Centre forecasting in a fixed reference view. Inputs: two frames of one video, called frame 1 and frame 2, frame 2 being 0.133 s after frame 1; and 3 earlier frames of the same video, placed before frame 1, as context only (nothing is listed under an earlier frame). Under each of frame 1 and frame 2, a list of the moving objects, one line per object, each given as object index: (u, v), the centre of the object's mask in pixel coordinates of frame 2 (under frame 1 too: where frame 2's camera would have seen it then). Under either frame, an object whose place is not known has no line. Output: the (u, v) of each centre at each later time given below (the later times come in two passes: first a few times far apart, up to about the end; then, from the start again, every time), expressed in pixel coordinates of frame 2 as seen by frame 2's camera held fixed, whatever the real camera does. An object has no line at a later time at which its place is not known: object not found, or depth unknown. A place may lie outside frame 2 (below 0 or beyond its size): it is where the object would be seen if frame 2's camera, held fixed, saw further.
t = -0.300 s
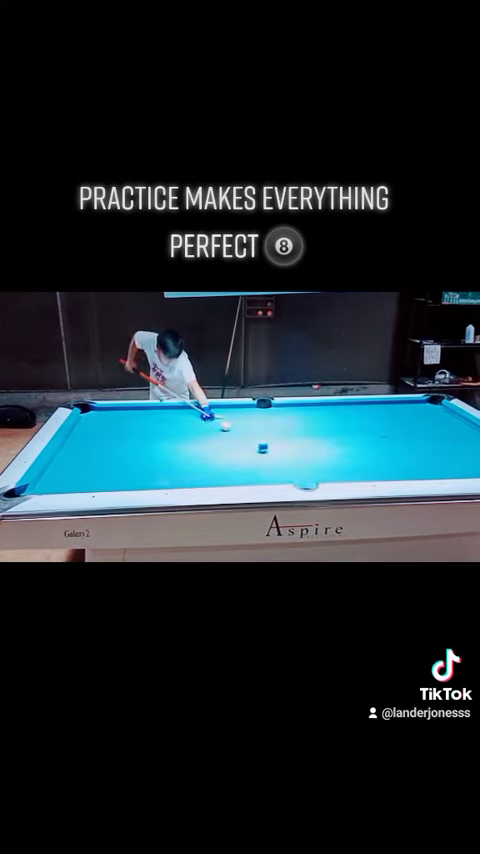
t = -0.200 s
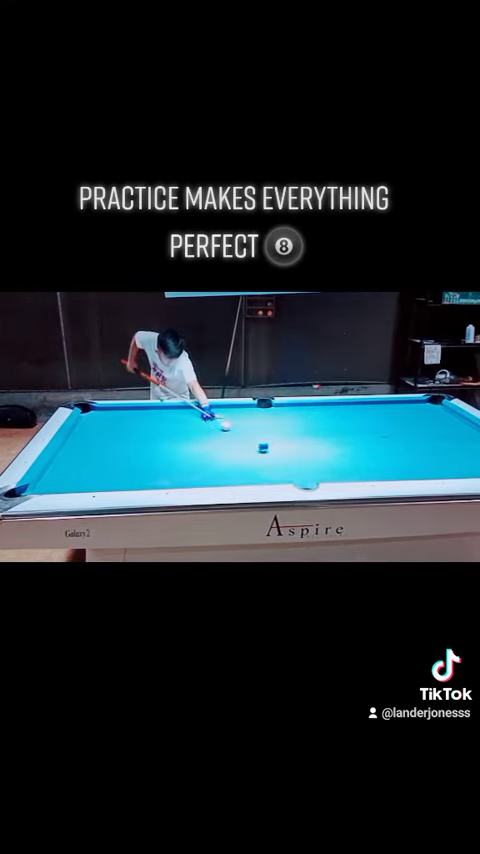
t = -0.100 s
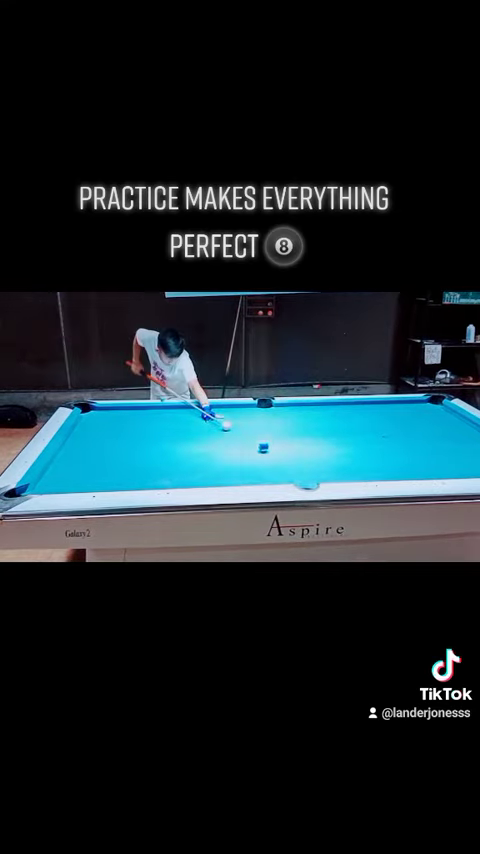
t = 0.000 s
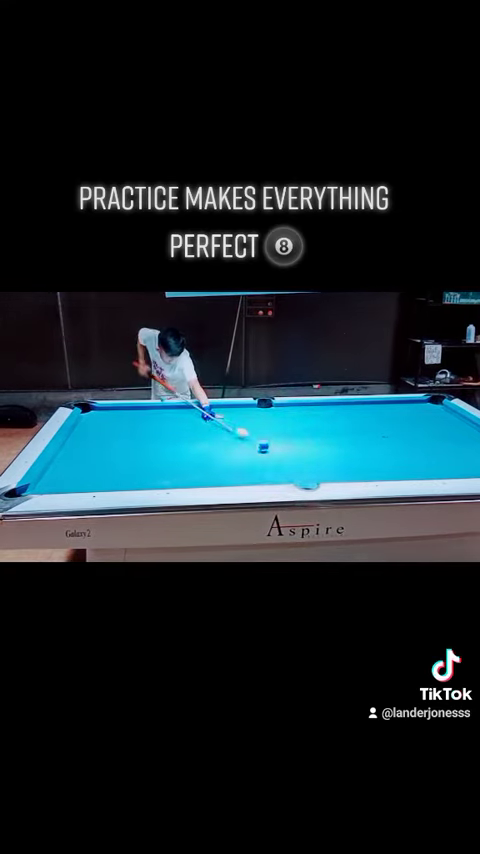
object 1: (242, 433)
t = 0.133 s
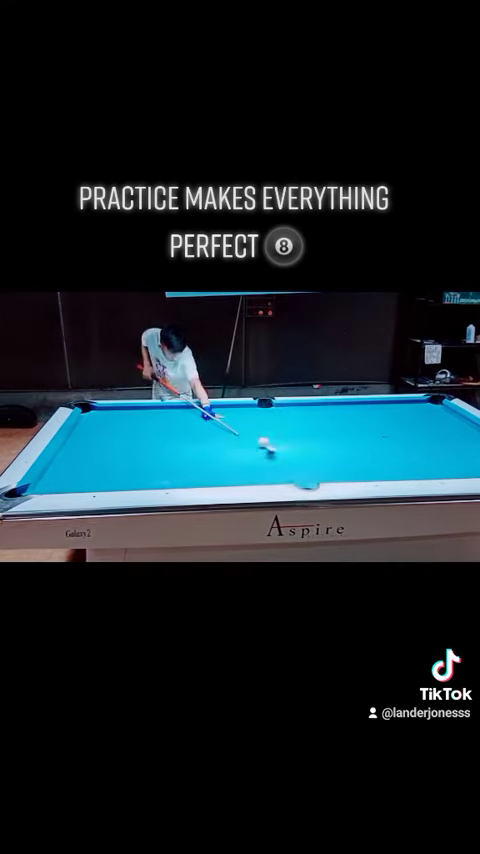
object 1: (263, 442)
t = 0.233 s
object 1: (269, 442)
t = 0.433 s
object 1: (280, 441)
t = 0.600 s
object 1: (289, 440)
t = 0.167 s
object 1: (265, 442)
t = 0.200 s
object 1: (267, 442)
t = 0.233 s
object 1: (269, 442)
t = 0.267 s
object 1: (271, 442)
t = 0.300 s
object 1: (273, 442)
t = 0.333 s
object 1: (274, 441)
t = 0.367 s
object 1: (276, 441)
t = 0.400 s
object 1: (278, 441)
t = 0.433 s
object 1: (280, 441)
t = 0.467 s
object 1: (282, 441)
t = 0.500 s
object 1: (284, 441)
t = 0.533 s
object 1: (285, 441)
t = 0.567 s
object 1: (287, 441)
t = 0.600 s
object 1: (289, 440)
